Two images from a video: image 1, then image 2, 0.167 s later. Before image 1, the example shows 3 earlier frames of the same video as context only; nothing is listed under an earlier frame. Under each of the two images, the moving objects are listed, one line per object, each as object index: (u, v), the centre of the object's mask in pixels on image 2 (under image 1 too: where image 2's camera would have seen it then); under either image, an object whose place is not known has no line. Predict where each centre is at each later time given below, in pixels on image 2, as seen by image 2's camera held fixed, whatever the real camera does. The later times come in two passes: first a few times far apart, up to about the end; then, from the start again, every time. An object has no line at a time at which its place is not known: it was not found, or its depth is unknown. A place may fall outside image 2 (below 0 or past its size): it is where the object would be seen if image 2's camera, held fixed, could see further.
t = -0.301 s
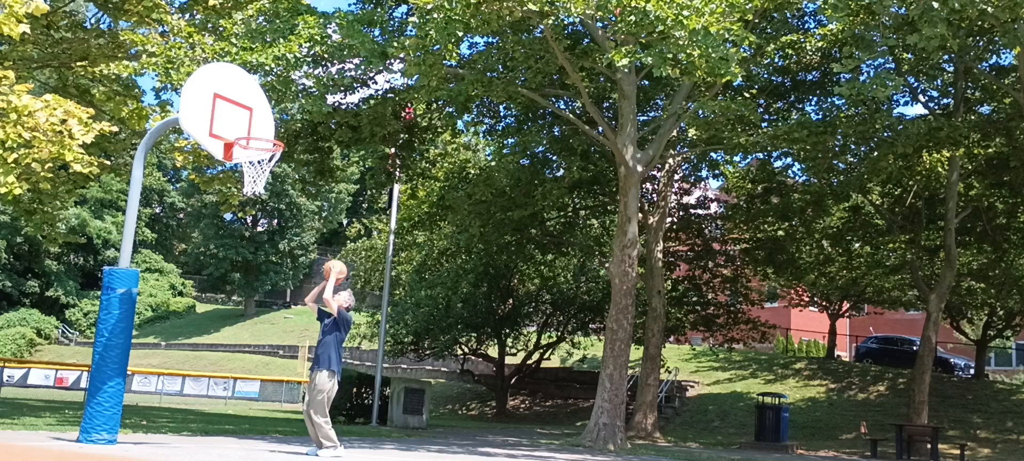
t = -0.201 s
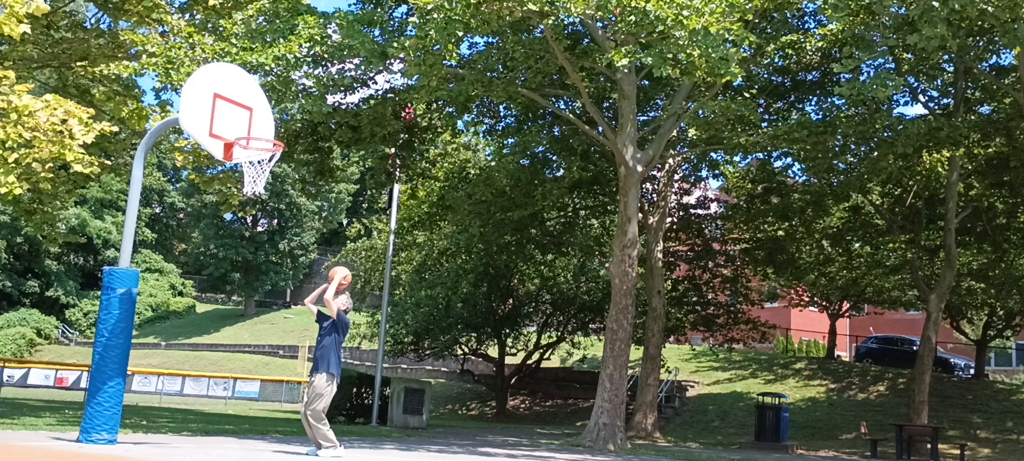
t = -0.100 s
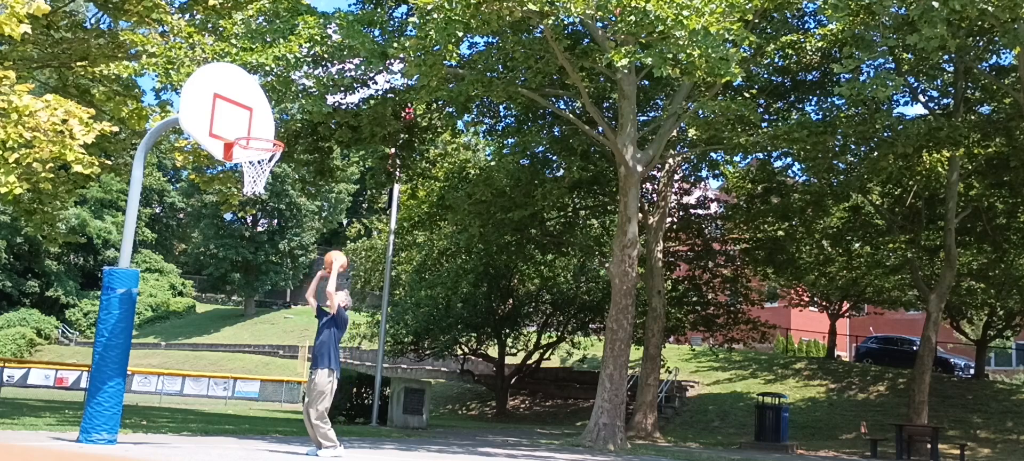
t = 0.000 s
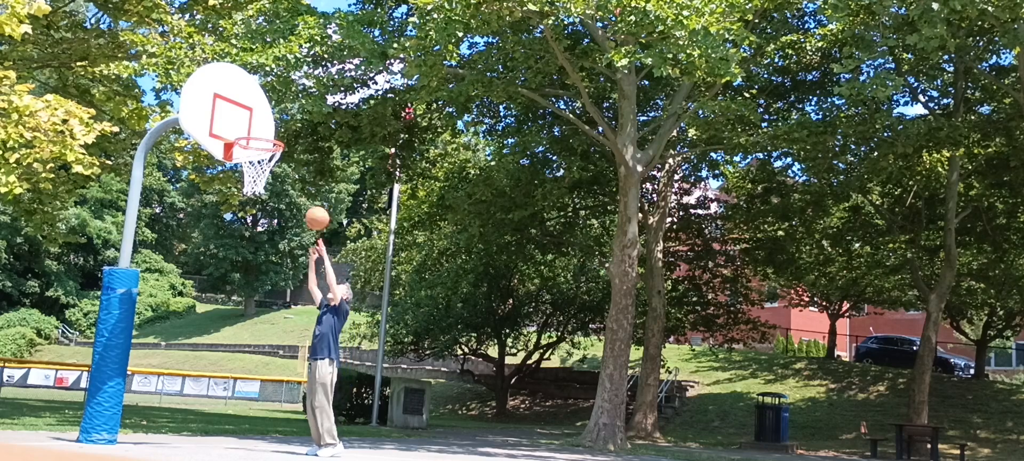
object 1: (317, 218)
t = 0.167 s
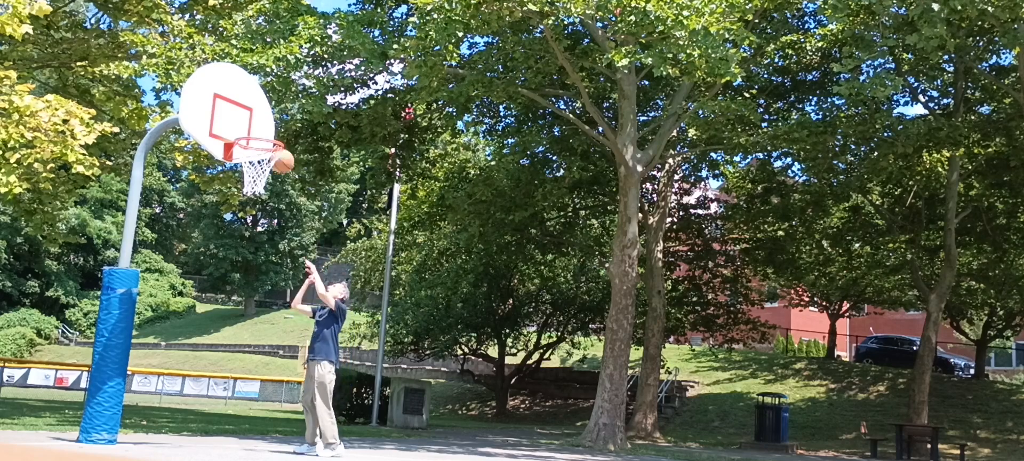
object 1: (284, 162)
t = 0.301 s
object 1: (257, 134)
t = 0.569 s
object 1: (260, 146)
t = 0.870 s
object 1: (247, 182)
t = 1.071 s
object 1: (242, 224)
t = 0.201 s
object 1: (283, 154)
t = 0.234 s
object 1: (268, 144)
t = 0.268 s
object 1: (259, 137)
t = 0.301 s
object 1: (257, 134)
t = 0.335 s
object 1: (259, 130)
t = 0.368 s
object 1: (259, 129)
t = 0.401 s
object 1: (260, 128)
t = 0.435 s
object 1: (261, 129)
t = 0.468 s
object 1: (262, 130)
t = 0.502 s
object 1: (262, 133)
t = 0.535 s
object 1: (260, 140)
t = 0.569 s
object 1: (260, 146)
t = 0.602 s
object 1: (258, 150)
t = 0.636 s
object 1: (255, 154)
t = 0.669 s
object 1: (256, 159)
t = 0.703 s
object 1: (256, 170)
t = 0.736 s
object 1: (250, 172)
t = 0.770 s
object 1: (249, 174)
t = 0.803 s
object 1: (249, 176)
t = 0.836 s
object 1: (248, 177)
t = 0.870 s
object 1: (247, 182)
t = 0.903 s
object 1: (248, 187)
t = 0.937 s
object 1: (246, 192)
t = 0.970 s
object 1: (245, 199)
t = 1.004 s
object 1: (244, 206)
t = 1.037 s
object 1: (243, 215)
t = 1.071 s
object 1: (242, 224)
